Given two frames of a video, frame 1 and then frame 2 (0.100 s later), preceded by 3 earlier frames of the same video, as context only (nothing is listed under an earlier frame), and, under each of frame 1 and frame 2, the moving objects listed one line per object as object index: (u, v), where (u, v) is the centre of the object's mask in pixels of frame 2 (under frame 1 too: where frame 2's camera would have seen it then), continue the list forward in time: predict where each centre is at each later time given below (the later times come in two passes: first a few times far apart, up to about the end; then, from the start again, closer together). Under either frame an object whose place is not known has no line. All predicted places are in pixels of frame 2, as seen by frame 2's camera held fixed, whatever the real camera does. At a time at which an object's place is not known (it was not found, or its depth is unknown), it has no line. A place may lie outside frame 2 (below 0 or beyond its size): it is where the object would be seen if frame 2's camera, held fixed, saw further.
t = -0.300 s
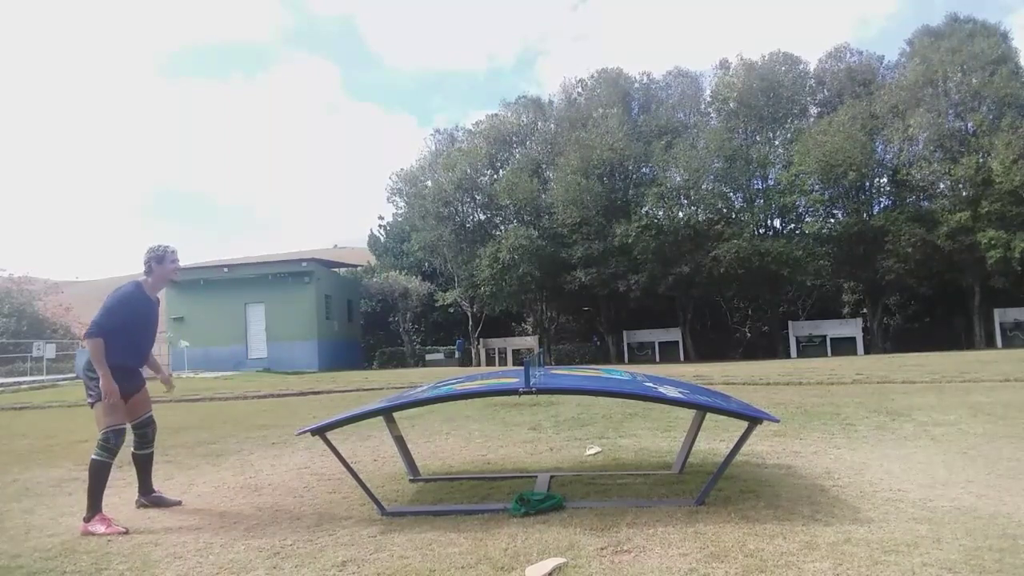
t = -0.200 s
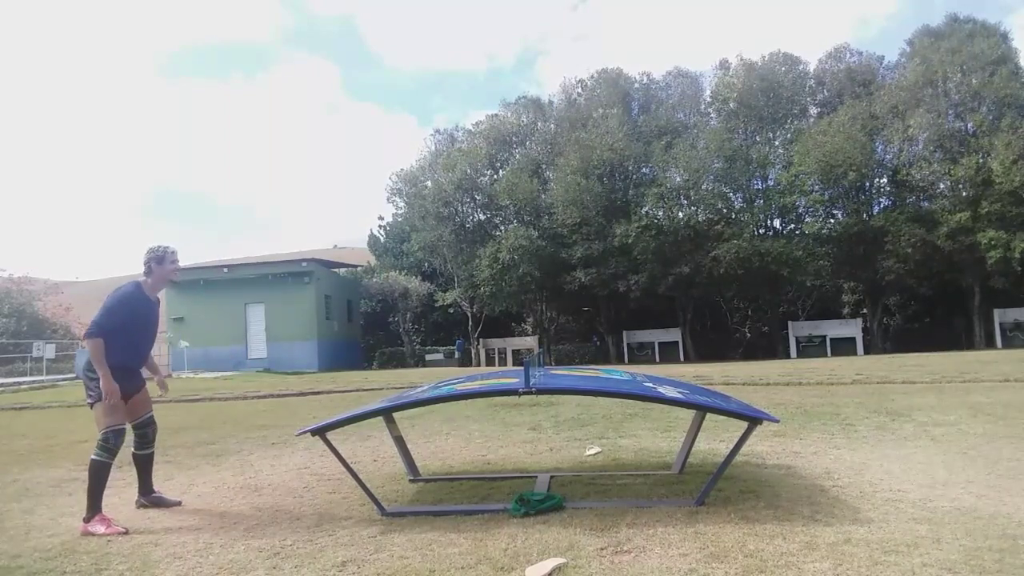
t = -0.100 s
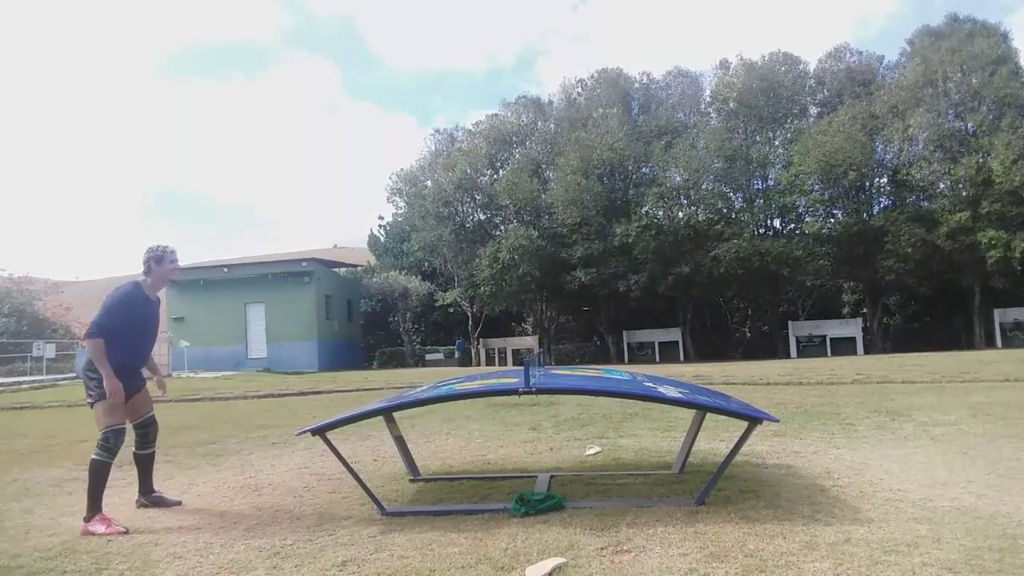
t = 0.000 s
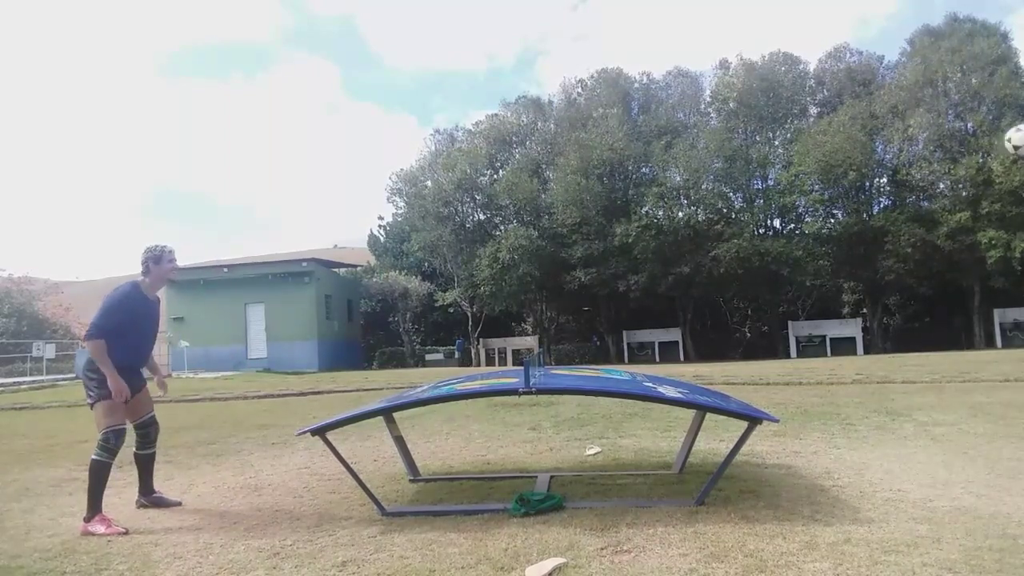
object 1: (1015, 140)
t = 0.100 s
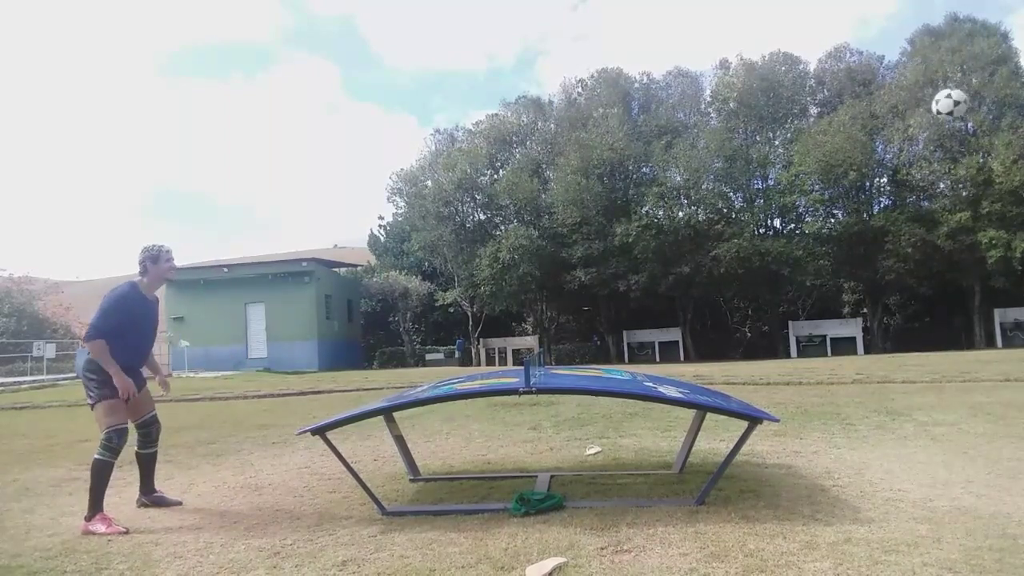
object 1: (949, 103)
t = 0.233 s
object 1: (854, 77)
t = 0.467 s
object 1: (692, 87)
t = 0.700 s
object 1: (538, 175)
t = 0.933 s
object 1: (386, 344)
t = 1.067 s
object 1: (298, 374)
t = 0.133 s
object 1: (926, 94)
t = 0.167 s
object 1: (901, 87)
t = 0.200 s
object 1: (877, 81)
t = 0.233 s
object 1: (854, 77)
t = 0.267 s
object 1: (831, 74)
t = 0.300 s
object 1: (806, 73)
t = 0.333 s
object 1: (786, 73)
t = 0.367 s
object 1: (761, 74)
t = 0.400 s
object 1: (739, 78)
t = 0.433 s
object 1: (717, 82)
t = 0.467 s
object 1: (692, 87)
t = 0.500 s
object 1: (671, 96)
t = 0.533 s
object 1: (648, 106)
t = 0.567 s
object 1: (627, 116)
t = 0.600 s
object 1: (604, 128)
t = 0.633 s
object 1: (582, 142)
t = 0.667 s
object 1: (560, 158)
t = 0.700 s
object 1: (538, 175)
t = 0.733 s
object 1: (516, 194)
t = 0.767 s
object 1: (495, 215)
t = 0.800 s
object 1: (473, 237)
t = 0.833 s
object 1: (451, 261)
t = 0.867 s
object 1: (430, 287)
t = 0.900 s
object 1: (408, 315)
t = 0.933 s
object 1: (386, 344)
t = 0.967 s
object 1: (365, 374)
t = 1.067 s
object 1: (298, 374)
